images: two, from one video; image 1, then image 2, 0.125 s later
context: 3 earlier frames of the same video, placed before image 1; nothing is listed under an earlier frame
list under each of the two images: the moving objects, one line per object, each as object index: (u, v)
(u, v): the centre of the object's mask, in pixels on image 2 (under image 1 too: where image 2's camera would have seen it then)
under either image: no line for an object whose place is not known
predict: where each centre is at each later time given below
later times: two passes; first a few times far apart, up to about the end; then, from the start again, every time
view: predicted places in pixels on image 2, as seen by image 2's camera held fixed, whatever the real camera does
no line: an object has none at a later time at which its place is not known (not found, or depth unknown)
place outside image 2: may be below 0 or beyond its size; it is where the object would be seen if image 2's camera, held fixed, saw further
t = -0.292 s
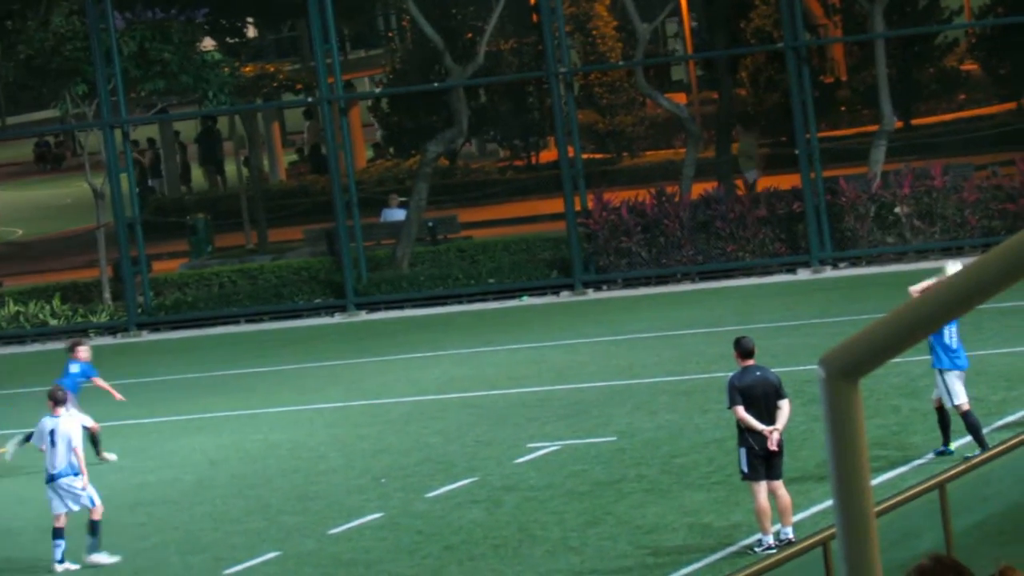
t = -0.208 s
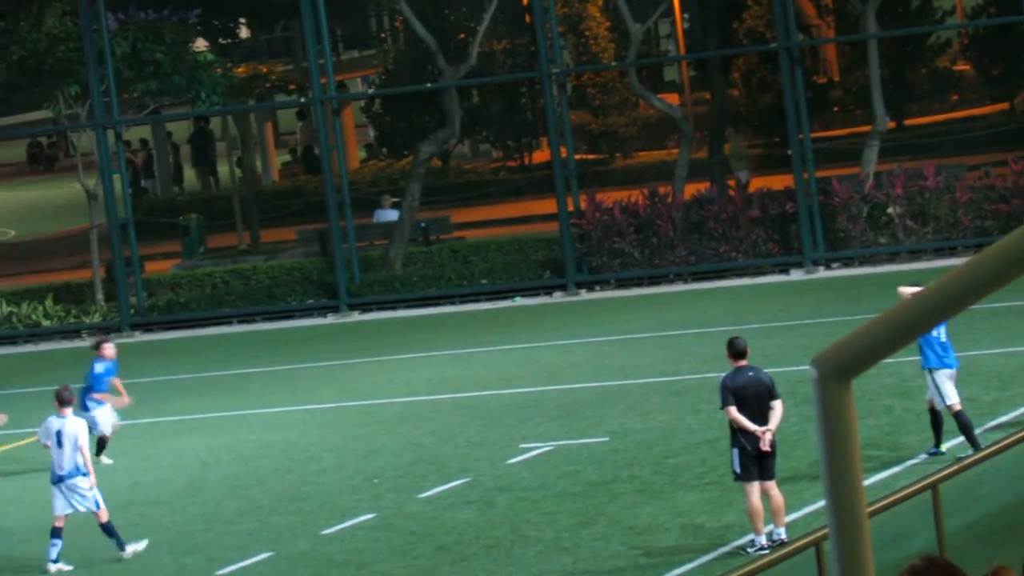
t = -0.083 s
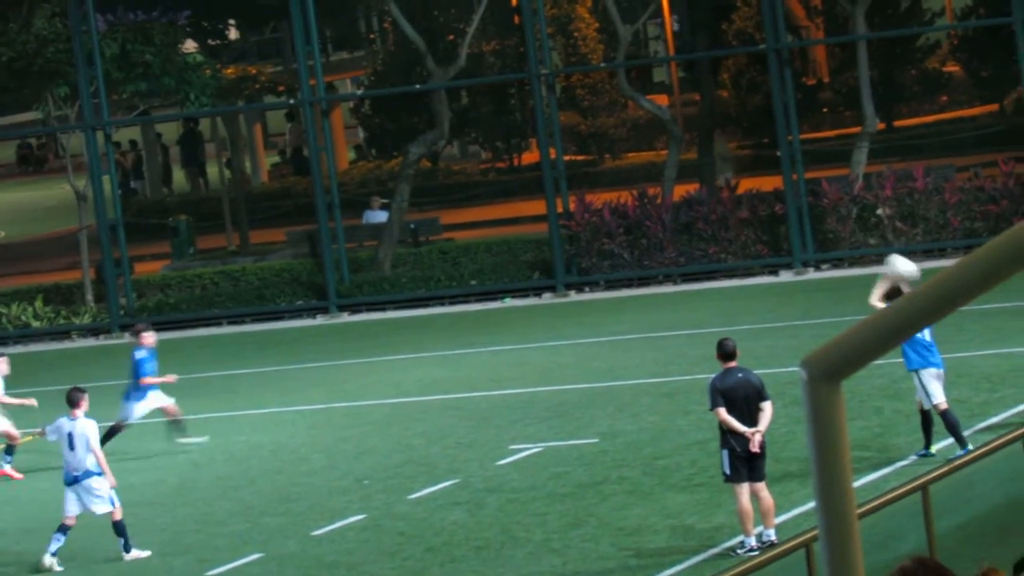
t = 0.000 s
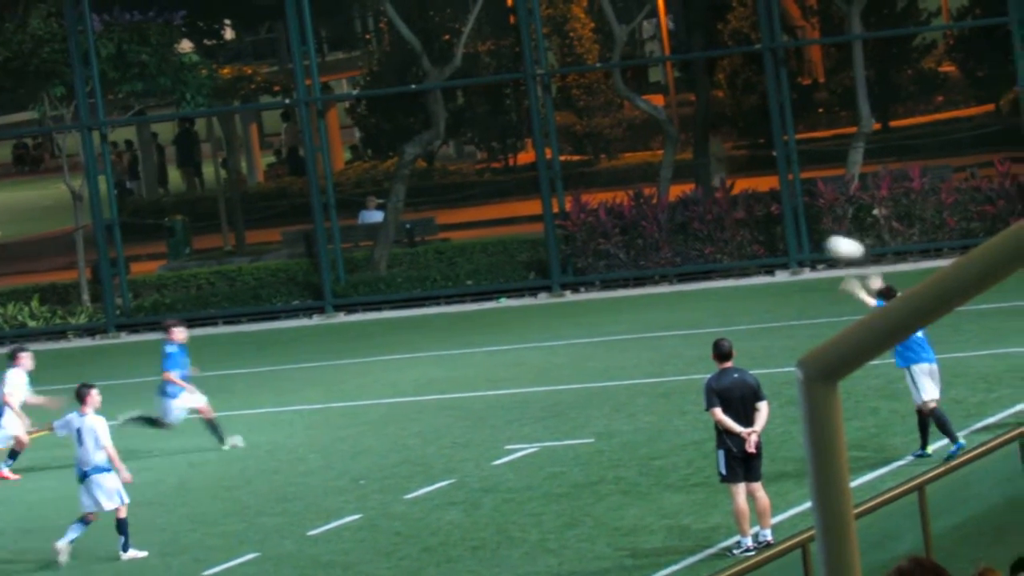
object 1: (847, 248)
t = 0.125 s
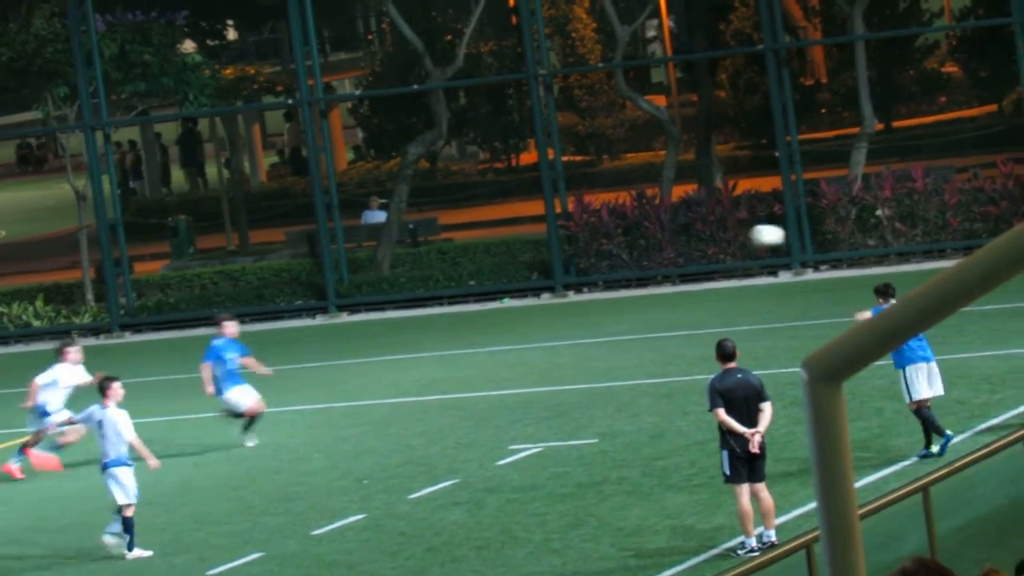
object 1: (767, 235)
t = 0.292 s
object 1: (672, 243)
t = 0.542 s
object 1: (554, 303)
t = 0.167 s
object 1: (742, 234)
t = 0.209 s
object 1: (718, 236)
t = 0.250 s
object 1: (694, 239)
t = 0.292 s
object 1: (672, 243)
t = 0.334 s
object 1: (650, 249)
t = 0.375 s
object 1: (629, 257)
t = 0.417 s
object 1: (609, 266)
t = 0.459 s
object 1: (590, 277)
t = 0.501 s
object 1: (572, 289)
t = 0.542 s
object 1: (554, 303)
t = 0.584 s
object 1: (537, 318)
